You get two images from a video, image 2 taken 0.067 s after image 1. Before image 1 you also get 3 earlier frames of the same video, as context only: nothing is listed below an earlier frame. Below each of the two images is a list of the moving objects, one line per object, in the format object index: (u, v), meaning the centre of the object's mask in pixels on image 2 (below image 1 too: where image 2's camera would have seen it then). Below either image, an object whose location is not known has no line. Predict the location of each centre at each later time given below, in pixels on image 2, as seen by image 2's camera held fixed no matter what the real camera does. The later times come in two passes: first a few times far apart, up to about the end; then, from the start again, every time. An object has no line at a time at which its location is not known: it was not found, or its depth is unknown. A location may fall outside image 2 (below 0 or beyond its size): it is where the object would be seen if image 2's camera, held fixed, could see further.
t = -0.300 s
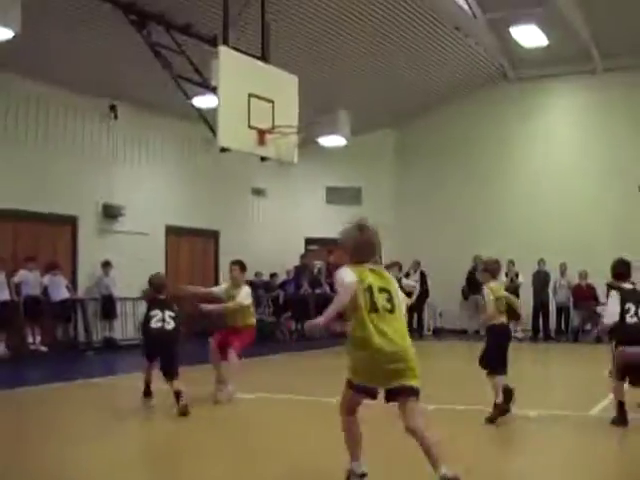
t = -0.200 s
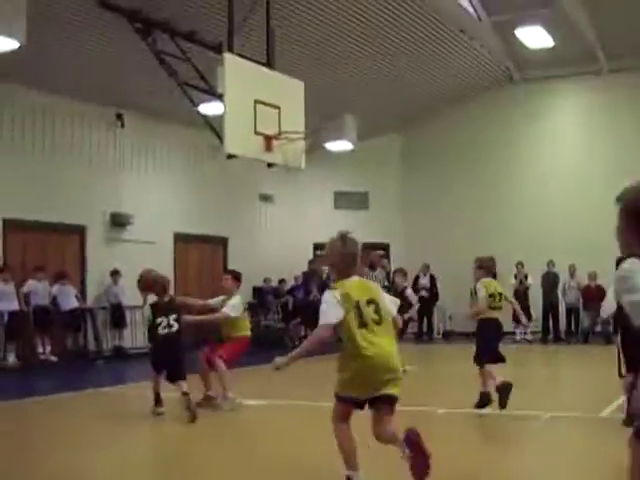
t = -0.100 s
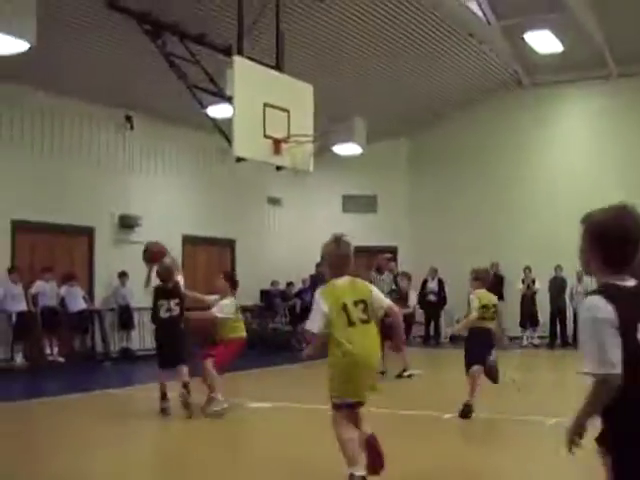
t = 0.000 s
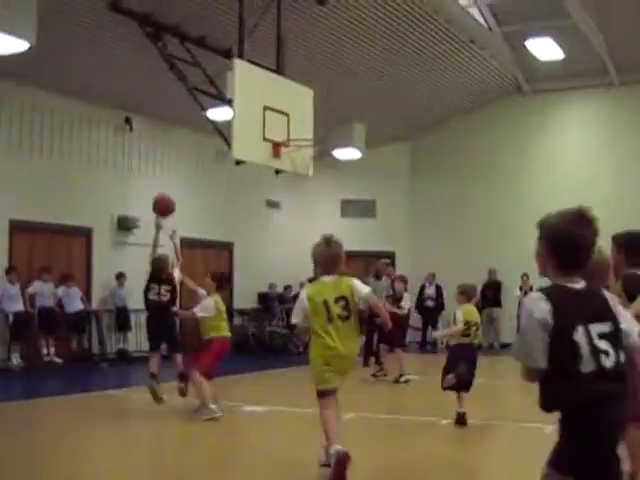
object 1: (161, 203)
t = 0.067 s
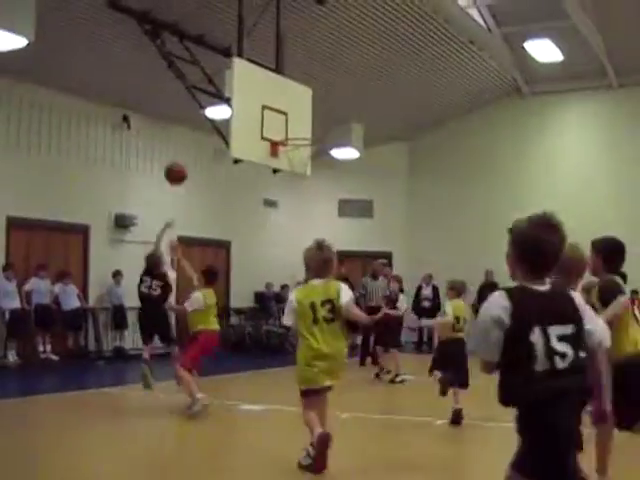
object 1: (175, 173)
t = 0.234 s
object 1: (206, 122)
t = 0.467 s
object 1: (245, 98)
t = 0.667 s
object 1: (273, 116)
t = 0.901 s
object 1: (263, 137)
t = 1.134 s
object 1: (221, 179)
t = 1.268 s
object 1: (196, 226)
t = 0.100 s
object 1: (182, 160)
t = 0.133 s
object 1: (189, 148)
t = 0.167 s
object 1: (195, 138)
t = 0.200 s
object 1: (200, 131)
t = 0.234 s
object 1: (206, 122)
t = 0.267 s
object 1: (213, 116)
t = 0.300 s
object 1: (219, 110)
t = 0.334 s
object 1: (225, 105)
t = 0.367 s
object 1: (230, 101)
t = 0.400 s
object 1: (235, 99)
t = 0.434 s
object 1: (239, 98)
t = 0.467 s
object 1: (245, 98)
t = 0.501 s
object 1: (250, 99)
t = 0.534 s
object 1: (255, 101)
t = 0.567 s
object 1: (260, 103)
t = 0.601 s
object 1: (264, 107)
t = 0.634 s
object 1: (269, 111)
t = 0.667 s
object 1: (273, 116)
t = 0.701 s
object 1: (277, 121)
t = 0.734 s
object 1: (281, 128)
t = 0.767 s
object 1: (284, 135)
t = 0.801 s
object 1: (279, 134)
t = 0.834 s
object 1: (275, 135)
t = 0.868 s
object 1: (269, 136)
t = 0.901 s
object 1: (263, 137)
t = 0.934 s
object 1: (257, 140)
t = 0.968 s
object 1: (251, 144)
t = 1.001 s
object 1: (245, 149)
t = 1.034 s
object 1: (239, 154)
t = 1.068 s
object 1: (233, 161)
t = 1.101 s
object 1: (227, 170)
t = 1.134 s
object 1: (221, 179)
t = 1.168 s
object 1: (215, 189)
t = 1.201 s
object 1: (209, 200)
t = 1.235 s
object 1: (202, 213)
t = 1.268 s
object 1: (196, 226)
